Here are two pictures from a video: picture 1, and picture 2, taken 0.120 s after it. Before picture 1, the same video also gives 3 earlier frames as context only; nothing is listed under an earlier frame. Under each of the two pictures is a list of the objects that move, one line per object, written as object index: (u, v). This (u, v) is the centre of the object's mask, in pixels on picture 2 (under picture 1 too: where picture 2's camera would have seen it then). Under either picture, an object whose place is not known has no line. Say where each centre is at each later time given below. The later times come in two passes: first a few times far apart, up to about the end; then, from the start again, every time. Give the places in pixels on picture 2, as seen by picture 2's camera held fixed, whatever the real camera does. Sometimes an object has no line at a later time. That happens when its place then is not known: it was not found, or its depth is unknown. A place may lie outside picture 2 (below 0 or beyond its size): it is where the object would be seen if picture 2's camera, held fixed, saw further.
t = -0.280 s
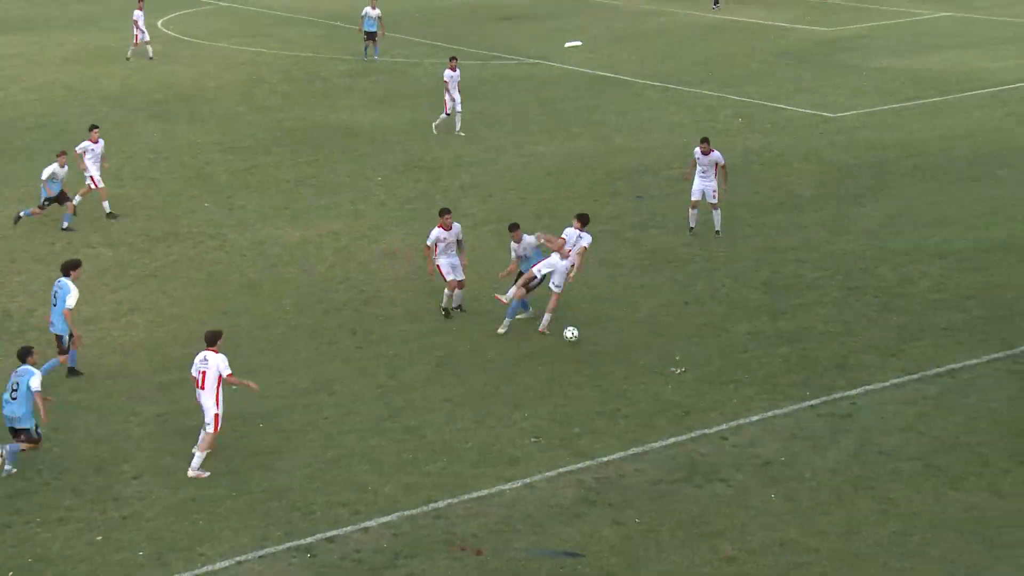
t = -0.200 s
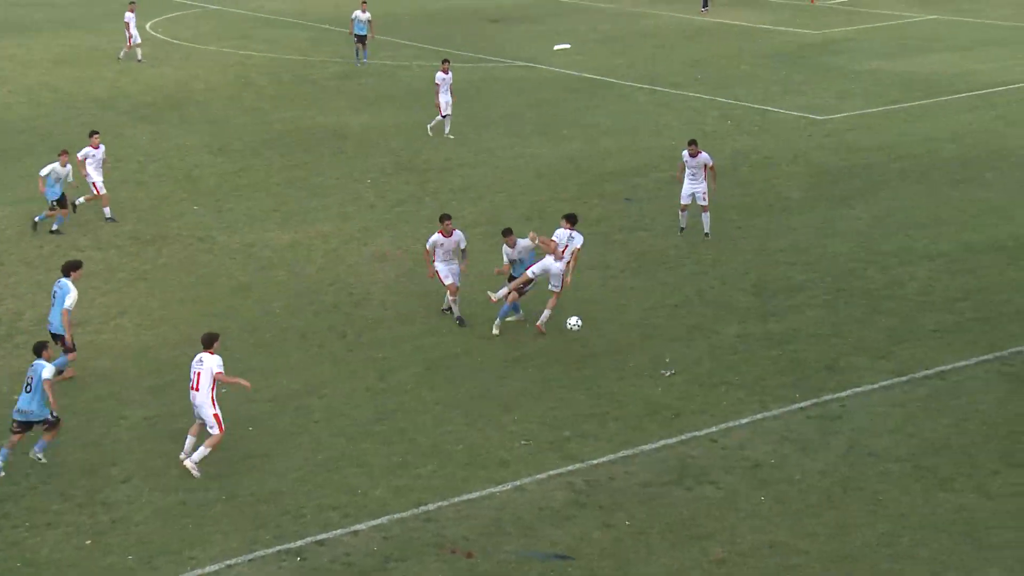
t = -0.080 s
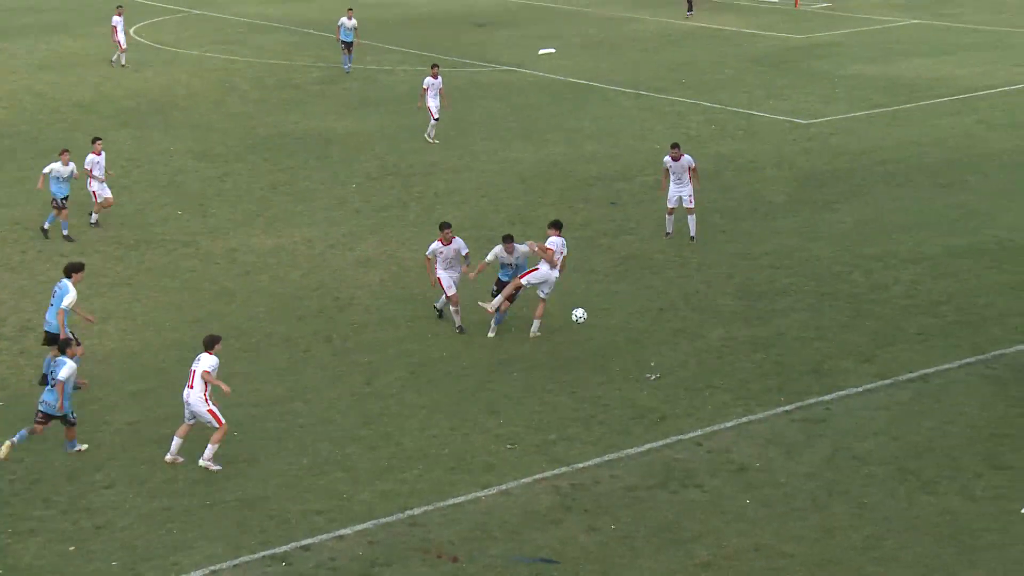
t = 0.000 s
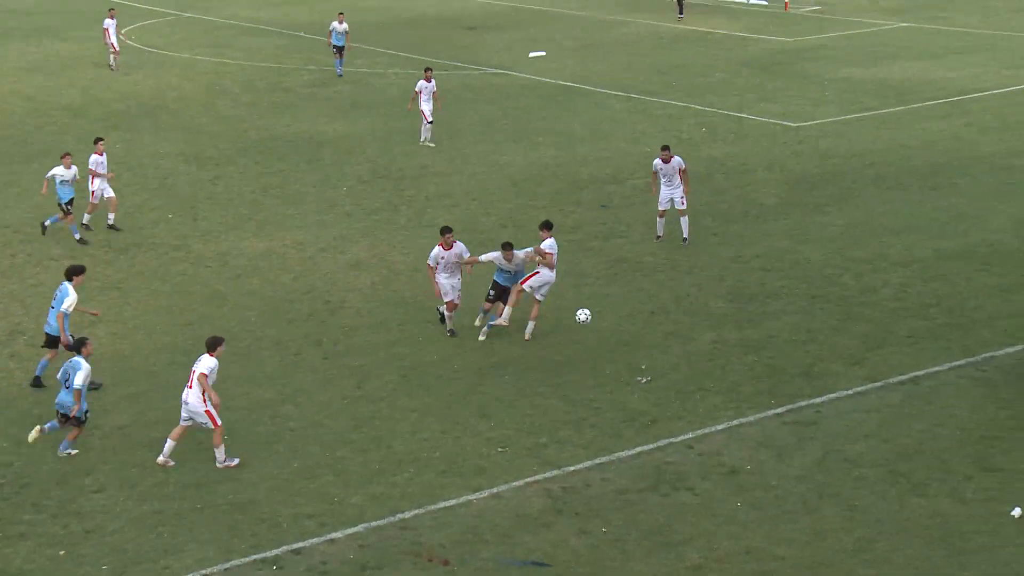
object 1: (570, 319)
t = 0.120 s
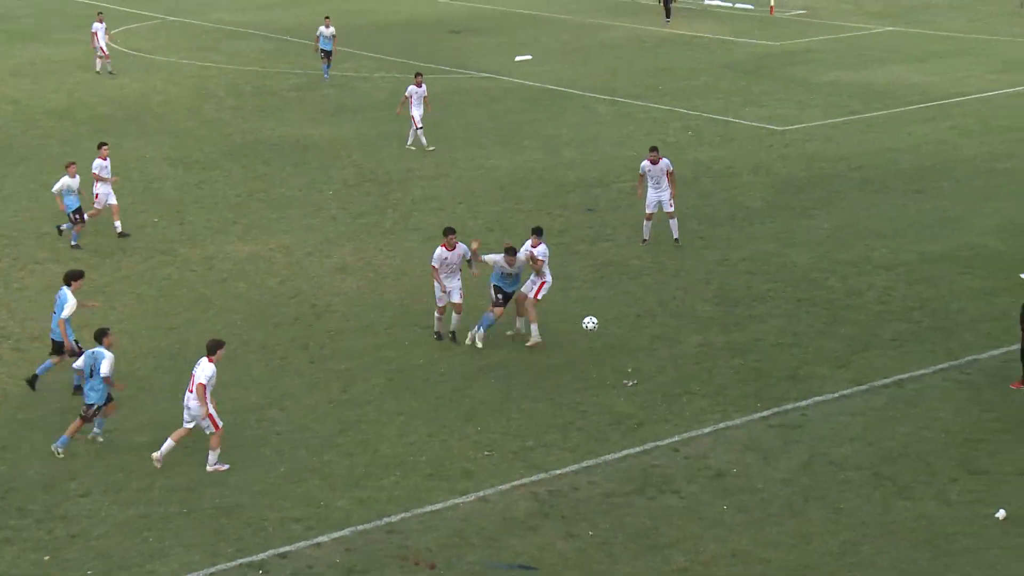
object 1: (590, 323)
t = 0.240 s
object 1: (611, 338)
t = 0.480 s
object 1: (652, 385)
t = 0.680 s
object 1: (689, 384)
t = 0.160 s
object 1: (597, 327)
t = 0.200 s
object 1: (604, 331)
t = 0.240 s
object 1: (611, 338)
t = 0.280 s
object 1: (617, 345)
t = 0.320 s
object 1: (624, 353)
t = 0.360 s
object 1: (631, 362)
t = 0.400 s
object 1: (637, 373)
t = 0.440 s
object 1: (644, 384)
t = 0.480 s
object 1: (652, 385)
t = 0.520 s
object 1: (659, 382)
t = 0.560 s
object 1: (667, 381)
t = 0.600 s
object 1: (674, 380)
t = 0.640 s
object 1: (682, 381)
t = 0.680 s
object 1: (689, 384)
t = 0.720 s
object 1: (697, 386)
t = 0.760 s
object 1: (705, 391)
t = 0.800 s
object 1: (713, 396)
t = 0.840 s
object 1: (721, 402)
